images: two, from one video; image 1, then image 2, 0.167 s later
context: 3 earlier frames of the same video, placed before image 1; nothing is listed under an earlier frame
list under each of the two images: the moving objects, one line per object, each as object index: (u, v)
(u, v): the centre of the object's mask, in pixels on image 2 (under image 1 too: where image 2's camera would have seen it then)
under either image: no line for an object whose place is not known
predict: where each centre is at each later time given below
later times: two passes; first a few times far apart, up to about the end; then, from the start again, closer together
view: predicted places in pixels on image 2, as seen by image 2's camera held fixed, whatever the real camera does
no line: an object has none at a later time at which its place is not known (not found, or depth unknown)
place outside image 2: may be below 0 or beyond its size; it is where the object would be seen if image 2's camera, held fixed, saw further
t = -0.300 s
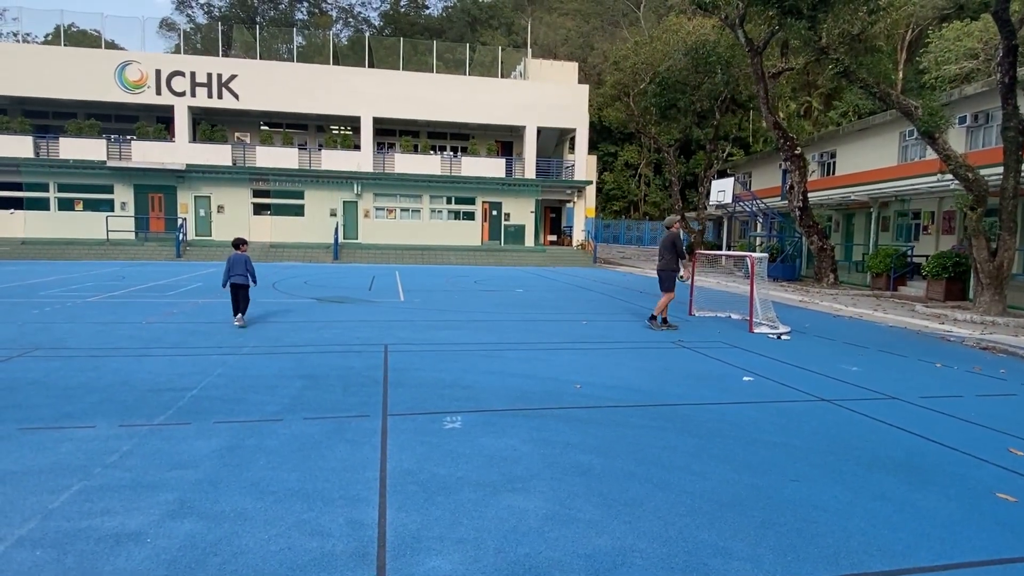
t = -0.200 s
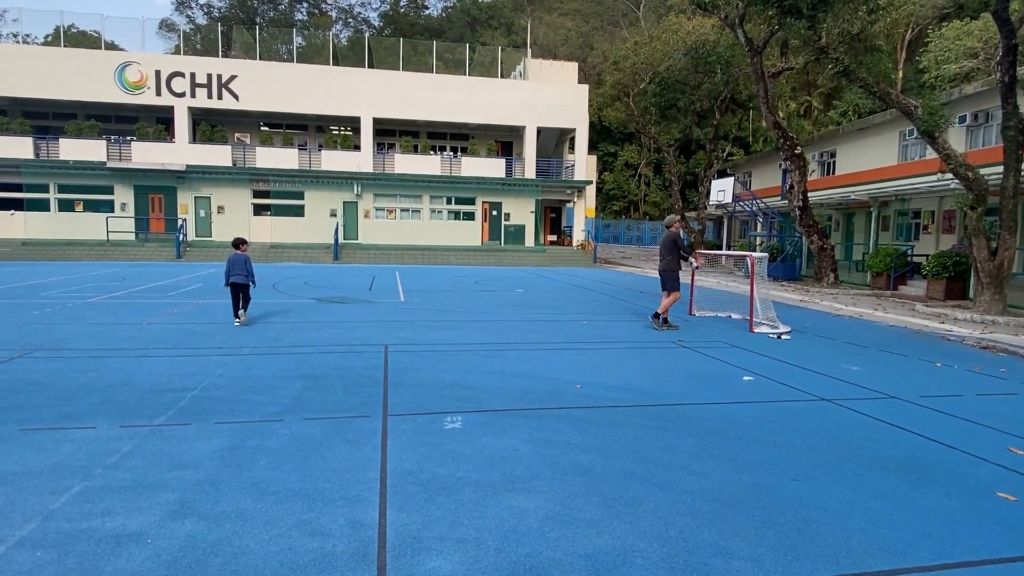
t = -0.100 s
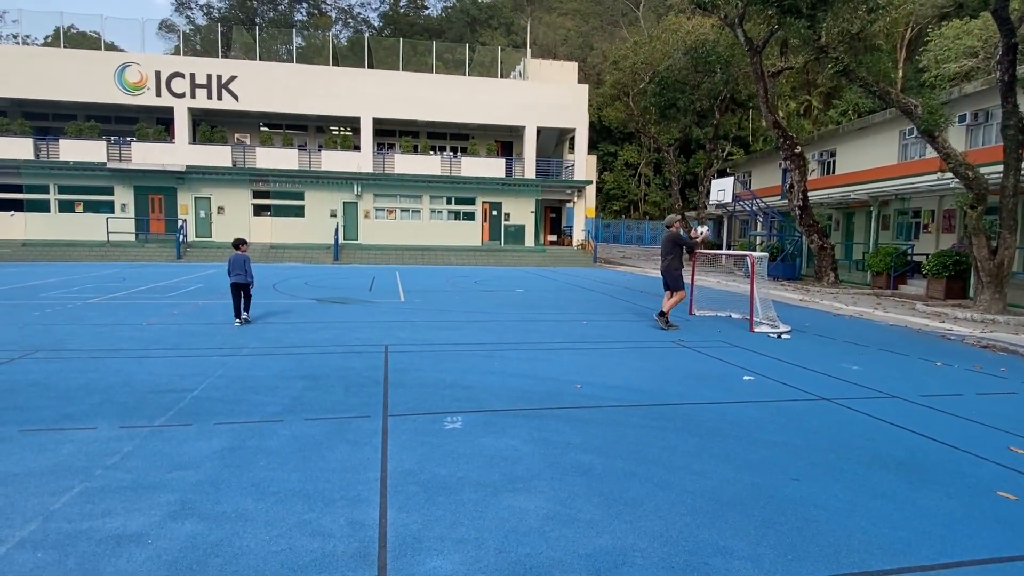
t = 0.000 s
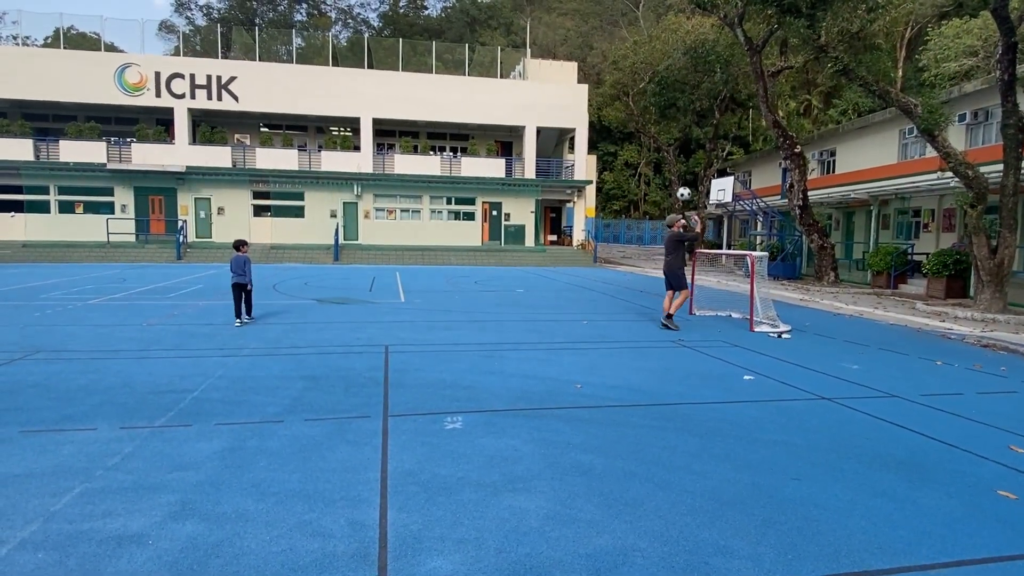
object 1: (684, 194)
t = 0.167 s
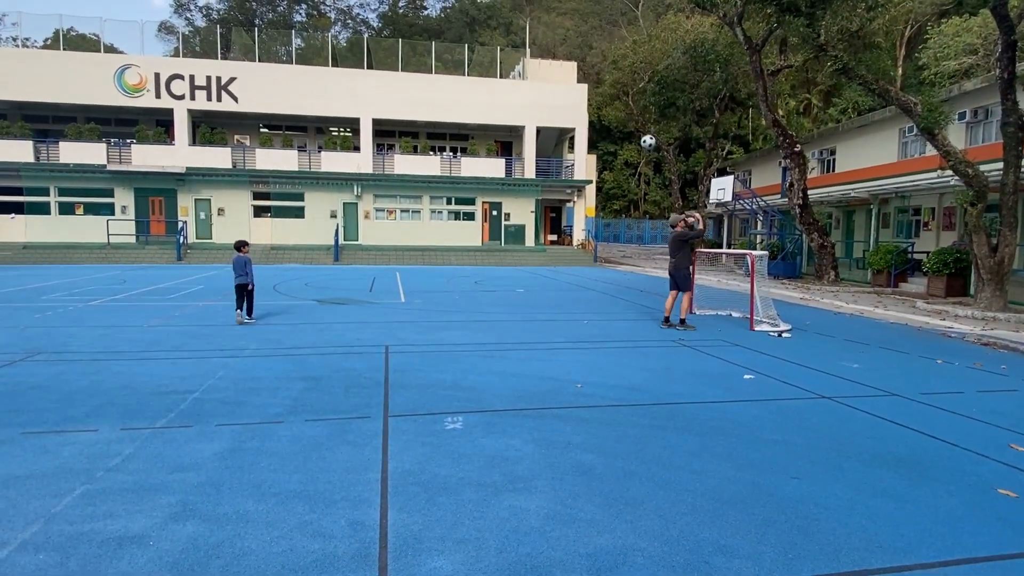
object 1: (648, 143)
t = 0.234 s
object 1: (633, 127)
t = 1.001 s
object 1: (451, 153)
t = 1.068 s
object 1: (435, 174)
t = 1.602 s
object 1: (336, 257)
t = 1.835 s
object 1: (313, 206)
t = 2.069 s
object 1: (288, 191)
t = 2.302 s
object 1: (264, 216)
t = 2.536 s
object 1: (243, 280)
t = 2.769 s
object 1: (220, 304)
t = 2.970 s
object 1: (194, 264)
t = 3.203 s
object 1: (166, 256)
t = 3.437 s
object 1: (140, 289)
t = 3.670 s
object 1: (116, 322)
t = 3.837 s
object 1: (97, 294)
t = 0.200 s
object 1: (640, 134)
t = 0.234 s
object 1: (633, 127)
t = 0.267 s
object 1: (626, 120)
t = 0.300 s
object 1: (618, 113)
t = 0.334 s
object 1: (610, 107)
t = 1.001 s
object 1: (451, 153)
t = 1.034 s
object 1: (443, 163)
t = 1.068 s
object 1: (435, 174)
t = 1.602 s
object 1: (336, 257)
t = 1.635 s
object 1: (333, 248)
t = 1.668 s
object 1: (329, 239)
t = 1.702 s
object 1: (326, 231)
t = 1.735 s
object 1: (323, 224)
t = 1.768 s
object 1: (320, 217)
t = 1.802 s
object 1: (316, 211)
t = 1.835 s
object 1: (313, 206)
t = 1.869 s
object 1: (309, 202)
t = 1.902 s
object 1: (306, 197)
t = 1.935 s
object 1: (302, 195)
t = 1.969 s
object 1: (298, 192)
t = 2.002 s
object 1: (295, 191)
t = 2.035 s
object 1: (291, 190)
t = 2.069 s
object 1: (288, 191)
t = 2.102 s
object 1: (284, 191)
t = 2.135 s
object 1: (280, 194)
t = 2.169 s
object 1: (278, 197)
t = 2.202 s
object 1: (275, 199)
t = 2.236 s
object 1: (270, 205)
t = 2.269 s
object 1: (267, 210)
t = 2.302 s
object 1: (264, 216)
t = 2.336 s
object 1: (262, 222)
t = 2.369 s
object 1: (259, 231)
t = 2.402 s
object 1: (255, 239)
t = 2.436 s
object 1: (252, 248)
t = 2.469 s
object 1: (248, 257)
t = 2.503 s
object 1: (246, 268)
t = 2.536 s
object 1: (243, 280)
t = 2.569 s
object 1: (241, 293)
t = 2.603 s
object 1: (238, 305)
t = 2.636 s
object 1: (236, 319)
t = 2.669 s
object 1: (233, 333)
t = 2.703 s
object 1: (229, 322)
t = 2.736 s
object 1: (224, 313)
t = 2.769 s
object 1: (220, 304)
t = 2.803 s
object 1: (215, 295)
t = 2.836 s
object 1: (212, 287)
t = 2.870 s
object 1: (207, 280)
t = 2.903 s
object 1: (203, 274)
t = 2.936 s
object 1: (198, 269)
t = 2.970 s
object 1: (194, 264)
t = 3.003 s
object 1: (190, 261)
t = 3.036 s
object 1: (186, 258)
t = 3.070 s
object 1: (182, 256)
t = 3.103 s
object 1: (178, 255)
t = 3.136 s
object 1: (174, 254)
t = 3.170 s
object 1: (170, 255)
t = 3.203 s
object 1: (166, 256)
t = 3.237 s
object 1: (162, 258)
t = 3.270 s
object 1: (159, 261)
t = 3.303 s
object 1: (155, 265)
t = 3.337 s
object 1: (151, 270)
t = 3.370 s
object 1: (148, 275)
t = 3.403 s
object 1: (144, 281)
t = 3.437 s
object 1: (140, 289)
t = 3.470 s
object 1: (137, 297)
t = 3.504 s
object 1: (133, 306)
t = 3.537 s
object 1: (130, 316)
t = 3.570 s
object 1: (126, 327)
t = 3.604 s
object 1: (123, 338)
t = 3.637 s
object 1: (120, 330)
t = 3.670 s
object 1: (116, 322)
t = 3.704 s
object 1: (112, 315)
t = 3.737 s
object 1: (108, 308)
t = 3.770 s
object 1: (105, 302)
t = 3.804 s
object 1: (101, 297)
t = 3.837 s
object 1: (97, 294)
